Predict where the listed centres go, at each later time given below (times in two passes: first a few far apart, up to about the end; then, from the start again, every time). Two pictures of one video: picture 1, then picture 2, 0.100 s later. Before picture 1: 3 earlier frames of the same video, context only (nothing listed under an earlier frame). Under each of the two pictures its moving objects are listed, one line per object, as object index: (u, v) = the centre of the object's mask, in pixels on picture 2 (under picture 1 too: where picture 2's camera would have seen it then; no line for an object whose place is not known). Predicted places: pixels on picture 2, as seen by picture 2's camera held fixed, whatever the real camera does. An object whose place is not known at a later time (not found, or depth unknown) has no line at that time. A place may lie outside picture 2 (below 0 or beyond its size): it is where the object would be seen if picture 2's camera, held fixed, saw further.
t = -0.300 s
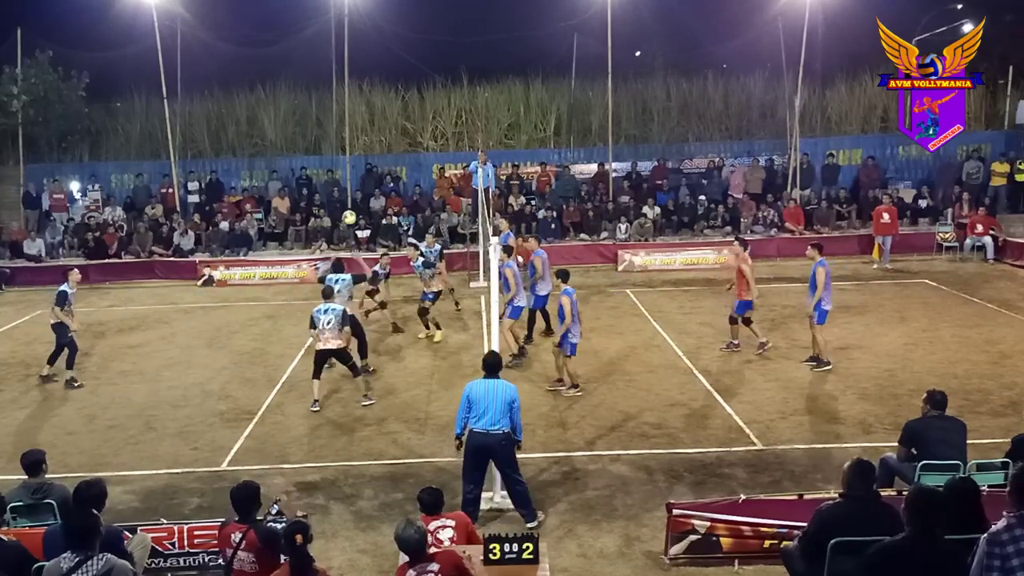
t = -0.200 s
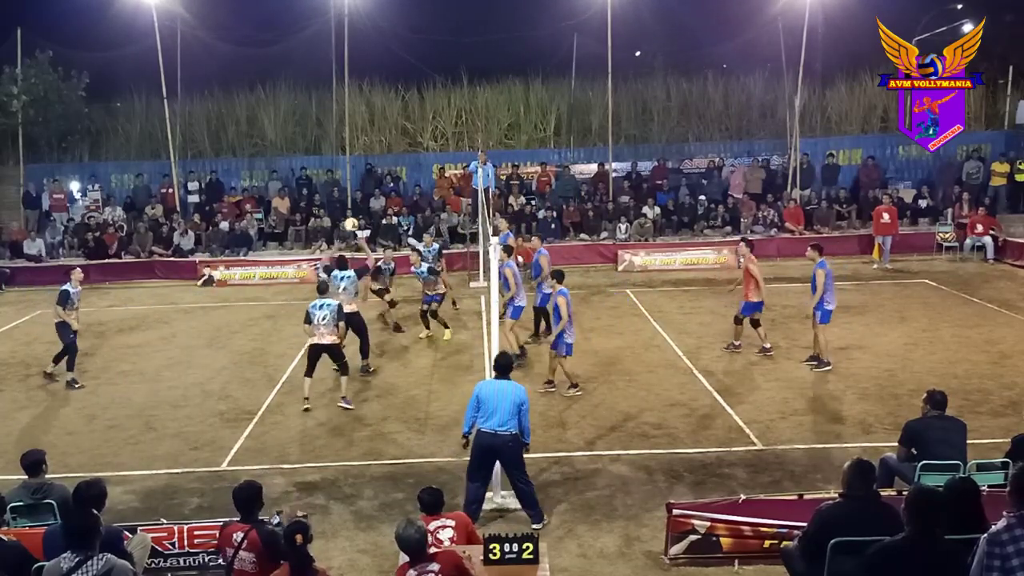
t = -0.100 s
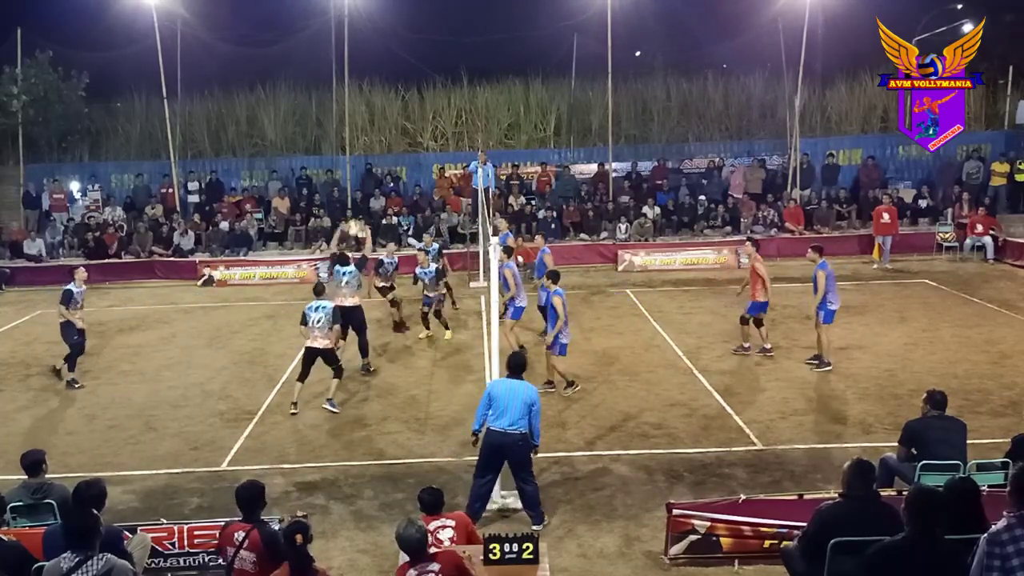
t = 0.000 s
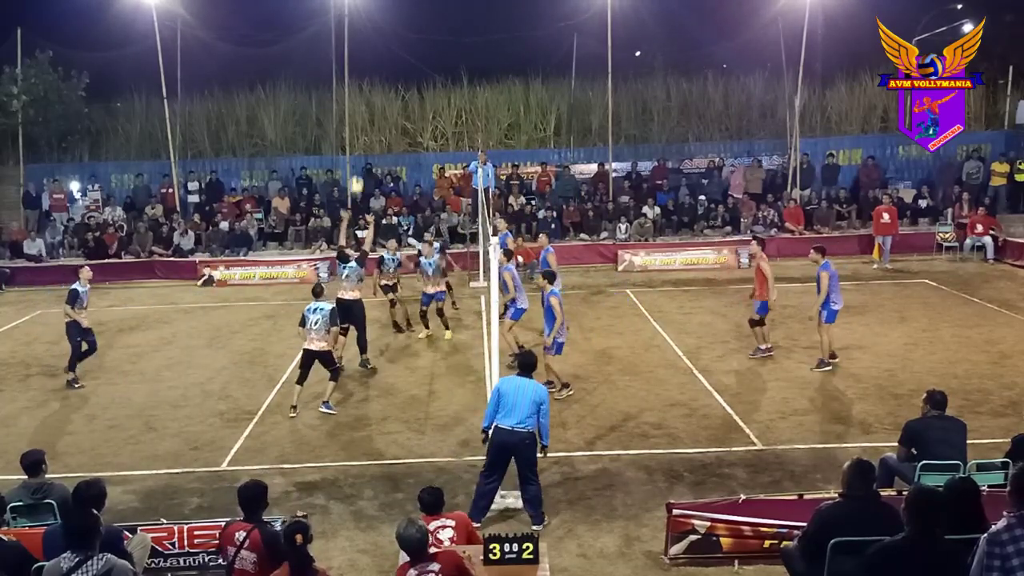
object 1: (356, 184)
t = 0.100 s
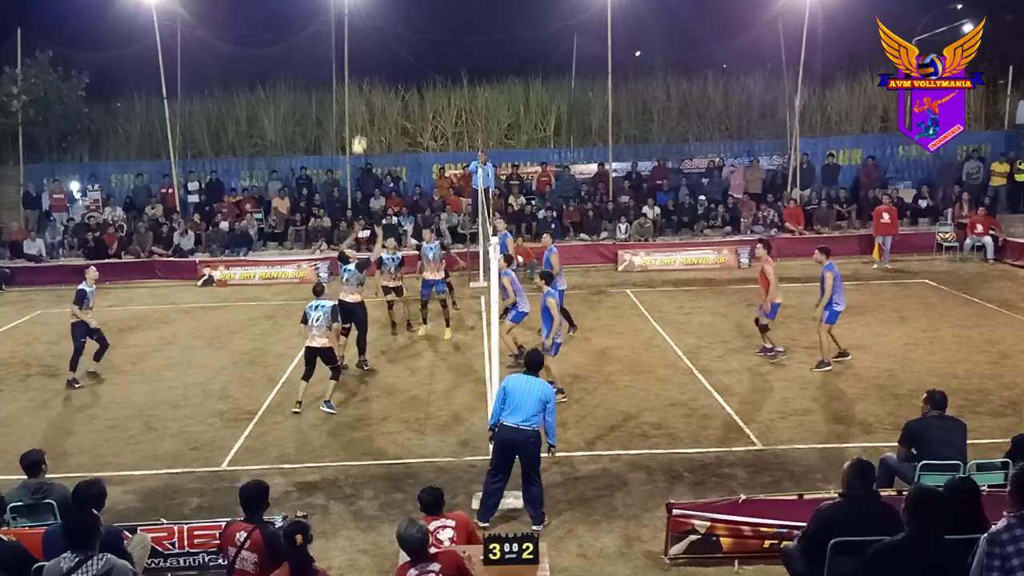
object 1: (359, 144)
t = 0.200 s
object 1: (362, 110)
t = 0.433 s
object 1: (371, 56)
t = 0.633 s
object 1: (380, 40)
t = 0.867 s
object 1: (393, 63)
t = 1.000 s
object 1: (400, 99)
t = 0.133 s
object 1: (359, 132)
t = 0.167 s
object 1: (361, 121)
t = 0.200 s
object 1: (362, 110)
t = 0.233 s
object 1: (363, 100)
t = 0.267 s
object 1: (364, 91)
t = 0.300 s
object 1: (366, 82)
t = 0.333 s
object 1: (367, 75)
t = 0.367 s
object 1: (368, 68)
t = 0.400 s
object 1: (370, 61)
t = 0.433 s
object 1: (371, 56)
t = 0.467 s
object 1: (372, 51)
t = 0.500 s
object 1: (374, 47)
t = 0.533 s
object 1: (375, 44)
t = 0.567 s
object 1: (377, 41)
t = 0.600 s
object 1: (378, 40)
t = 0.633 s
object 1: (380, 40)
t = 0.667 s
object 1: (382, 40)
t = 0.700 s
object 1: (383, 41)
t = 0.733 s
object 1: (385, 44)
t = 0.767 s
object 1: (387, 47)
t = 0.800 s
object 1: (389, 51)
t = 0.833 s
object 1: (391, 57)
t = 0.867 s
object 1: (393, 63)
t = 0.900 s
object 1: (395, 71)
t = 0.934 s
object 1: (396, 79)
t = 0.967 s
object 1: (399, 89)
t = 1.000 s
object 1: (400, 99)
